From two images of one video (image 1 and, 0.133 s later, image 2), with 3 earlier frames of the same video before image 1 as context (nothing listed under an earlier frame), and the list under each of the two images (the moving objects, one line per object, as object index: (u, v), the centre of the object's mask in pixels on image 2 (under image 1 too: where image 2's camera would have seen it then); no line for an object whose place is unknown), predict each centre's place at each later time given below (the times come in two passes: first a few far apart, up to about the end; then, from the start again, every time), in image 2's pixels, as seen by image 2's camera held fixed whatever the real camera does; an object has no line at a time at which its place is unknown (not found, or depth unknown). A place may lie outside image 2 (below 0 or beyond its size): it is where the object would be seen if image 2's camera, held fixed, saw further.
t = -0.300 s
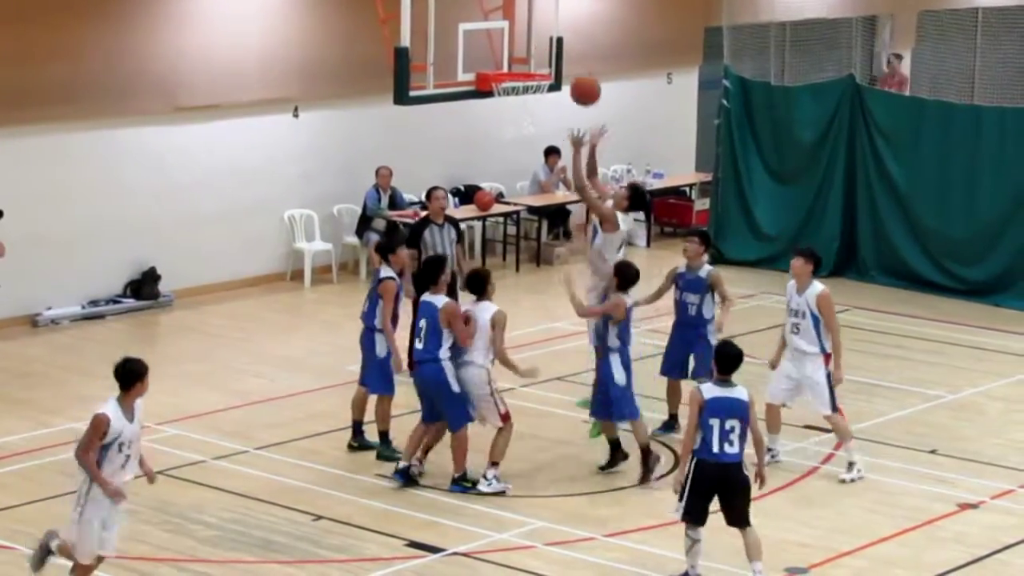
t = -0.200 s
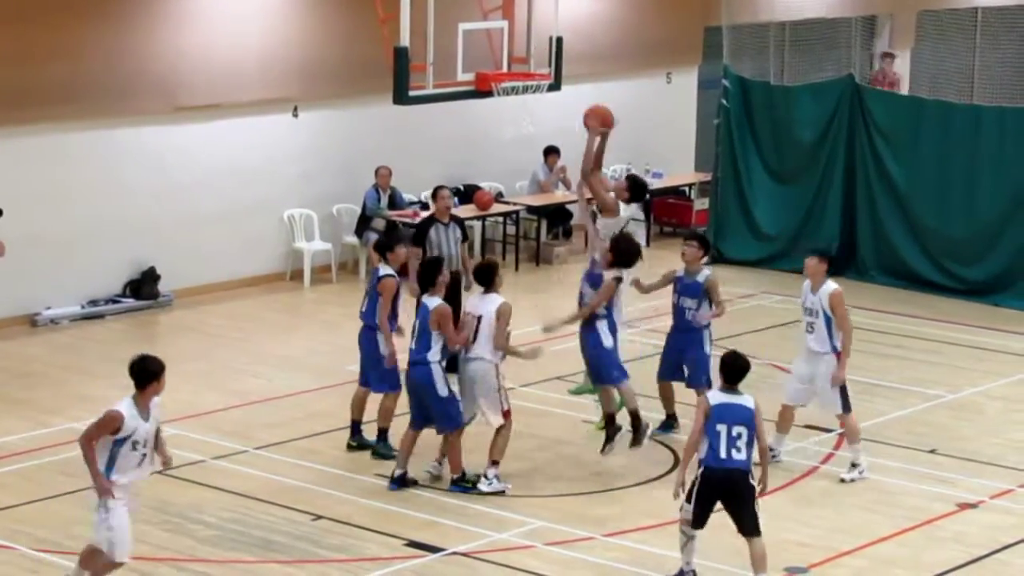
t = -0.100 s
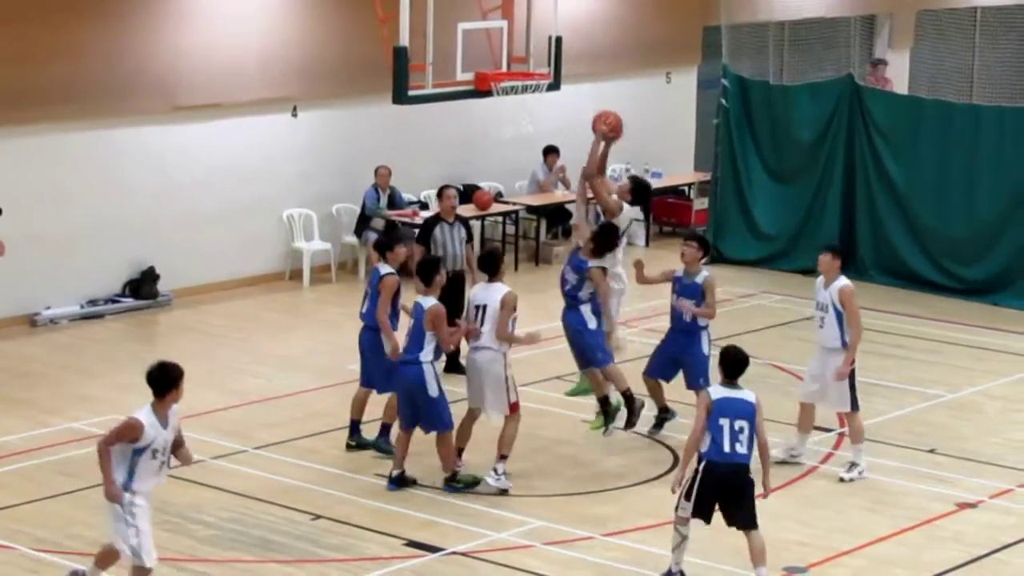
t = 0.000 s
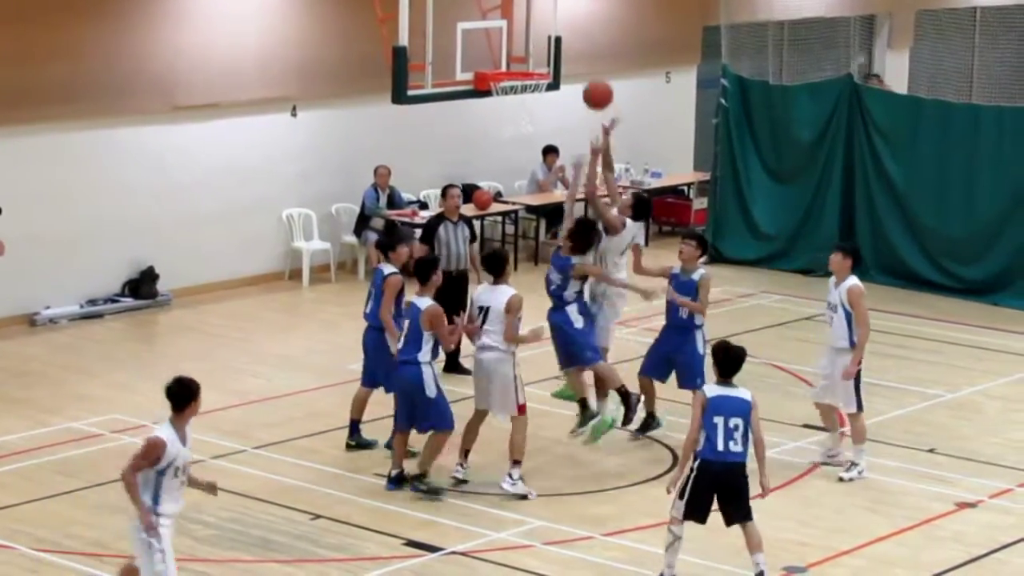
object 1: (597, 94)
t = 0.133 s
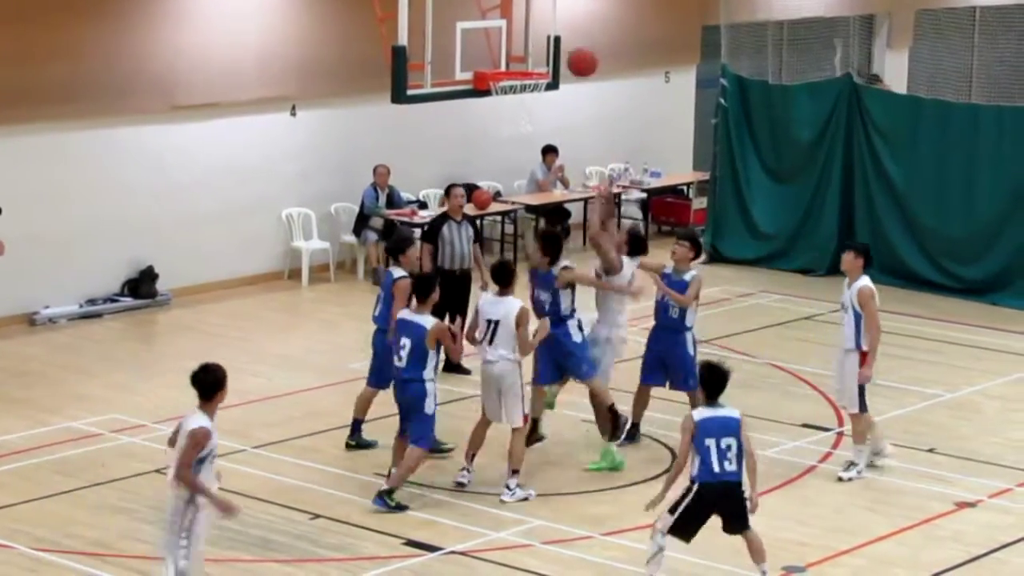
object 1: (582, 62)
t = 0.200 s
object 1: (575, 54)
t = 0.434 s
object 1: (553, 60)
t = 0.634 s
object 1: (556, 63)
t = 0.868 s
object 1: (566, 93)
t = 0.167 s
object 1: (578, 58)
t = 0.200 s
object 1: (575, 54)
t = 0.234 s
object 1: (572, 52)
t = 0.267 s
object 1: (568, 51)
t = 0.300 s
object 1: (564, 52)
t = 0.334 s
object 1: (560, 54)
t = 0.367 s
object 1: (555, 57)
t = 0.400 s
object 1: (553, 60)
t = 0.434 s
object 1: (553, 60)
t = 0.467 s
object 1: (553, 59)
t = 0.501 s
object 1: (554, 60)
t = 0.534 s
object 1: (554, 61)
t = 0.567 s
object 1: (554, 61)
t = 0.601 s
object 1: (555, 62)
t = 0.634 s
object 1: (556, 63)
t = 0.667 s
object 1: (557, 64)
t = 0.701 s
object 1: (559, 66)
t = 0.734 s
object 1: (560, 68)
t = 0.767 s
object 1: (562, 72)
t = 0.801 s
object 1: (564, 78)
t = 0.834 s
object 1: (565, 85)
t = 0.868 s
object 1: (566, 93)
